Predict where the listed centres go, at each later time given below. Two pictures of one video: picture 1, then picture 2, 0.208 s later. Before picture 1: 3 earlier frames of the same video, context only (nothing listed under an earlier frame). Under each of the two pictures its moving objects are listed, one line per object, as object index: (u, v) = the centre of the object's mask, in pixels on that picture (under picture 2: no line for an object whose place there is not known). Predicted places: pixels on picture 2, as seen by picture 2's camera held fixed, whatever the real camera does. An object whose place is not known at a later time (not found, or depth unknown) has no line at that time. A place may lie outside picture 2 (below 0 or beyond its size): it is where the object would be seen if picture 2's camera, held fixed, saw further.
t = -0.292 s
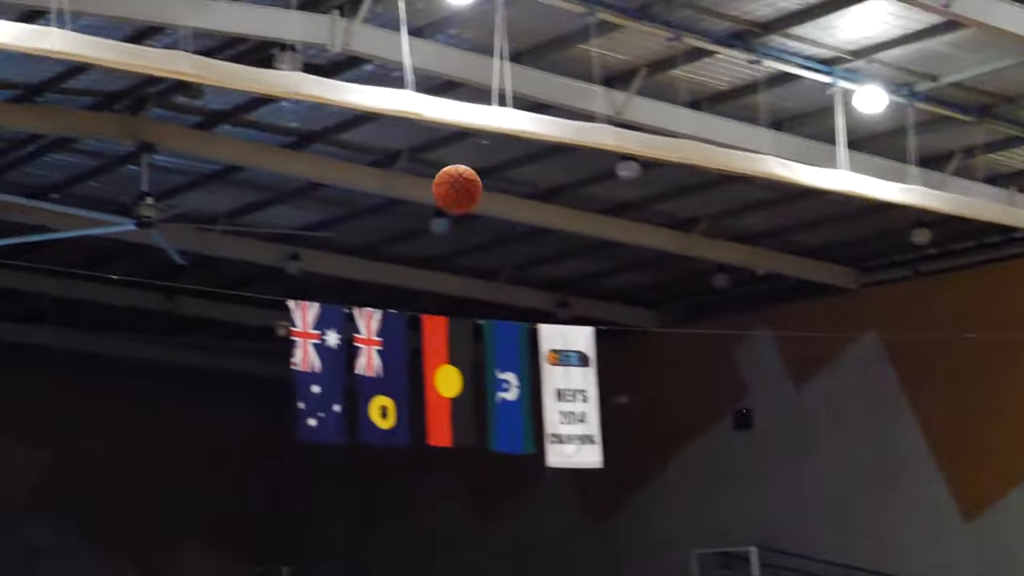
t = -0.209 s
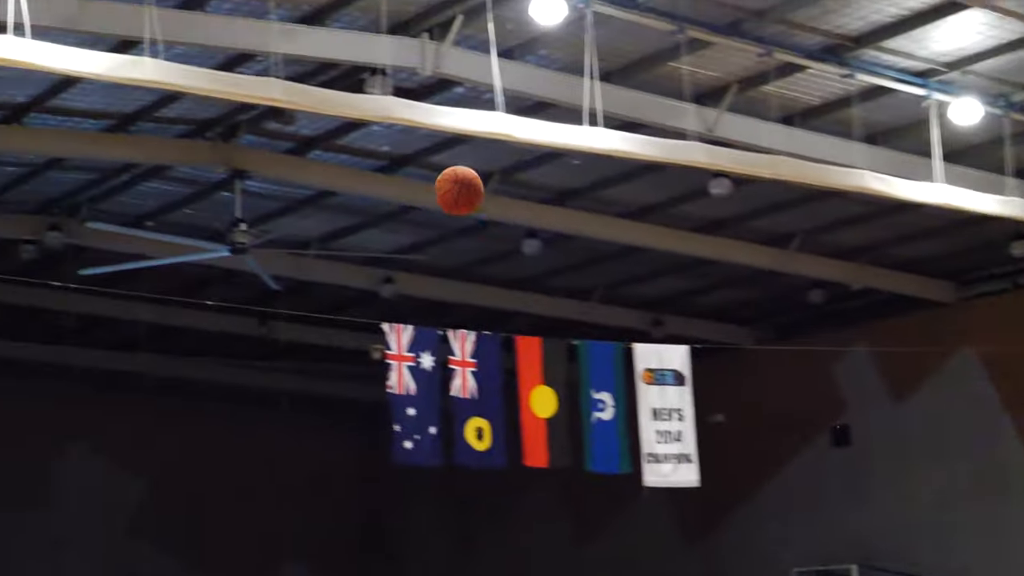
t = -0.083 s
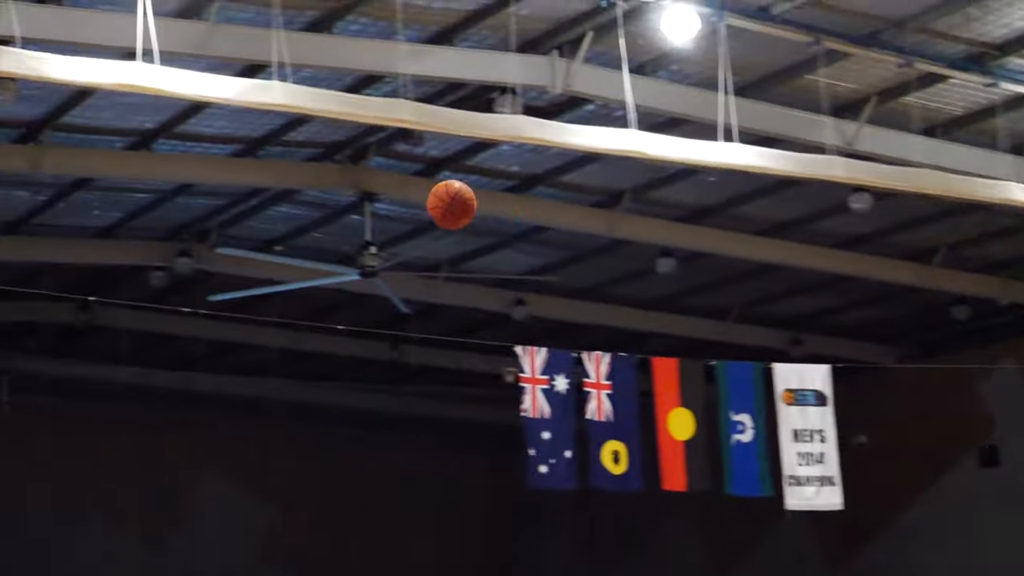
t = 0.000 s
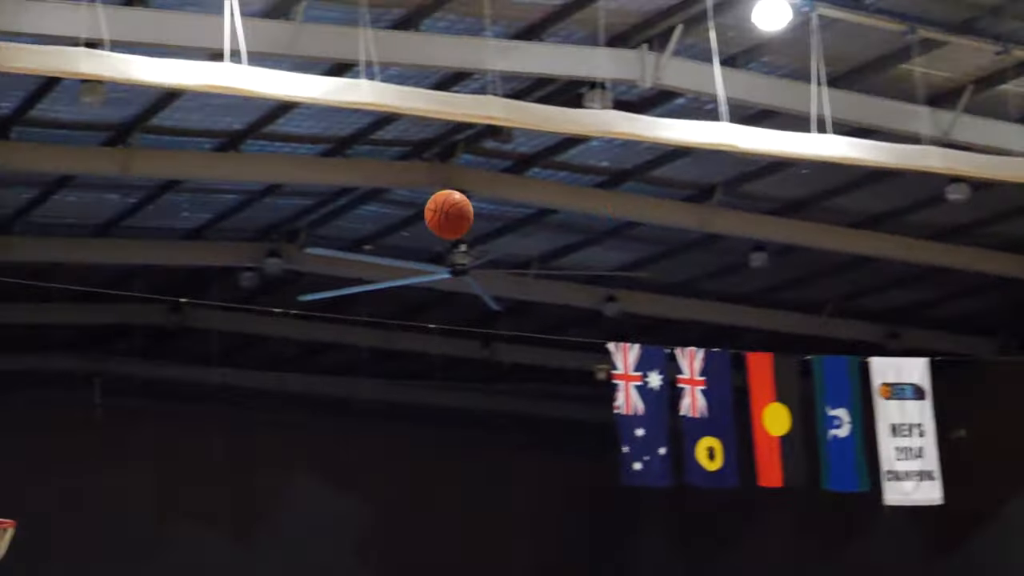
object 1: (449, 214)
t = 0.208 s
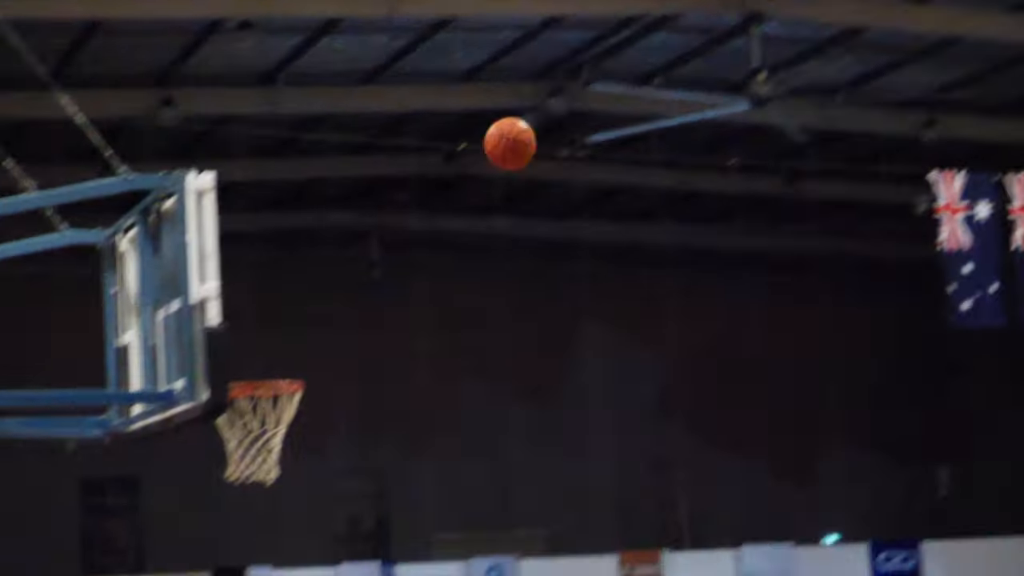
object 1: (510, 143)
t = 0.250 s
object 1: (471, 170)
